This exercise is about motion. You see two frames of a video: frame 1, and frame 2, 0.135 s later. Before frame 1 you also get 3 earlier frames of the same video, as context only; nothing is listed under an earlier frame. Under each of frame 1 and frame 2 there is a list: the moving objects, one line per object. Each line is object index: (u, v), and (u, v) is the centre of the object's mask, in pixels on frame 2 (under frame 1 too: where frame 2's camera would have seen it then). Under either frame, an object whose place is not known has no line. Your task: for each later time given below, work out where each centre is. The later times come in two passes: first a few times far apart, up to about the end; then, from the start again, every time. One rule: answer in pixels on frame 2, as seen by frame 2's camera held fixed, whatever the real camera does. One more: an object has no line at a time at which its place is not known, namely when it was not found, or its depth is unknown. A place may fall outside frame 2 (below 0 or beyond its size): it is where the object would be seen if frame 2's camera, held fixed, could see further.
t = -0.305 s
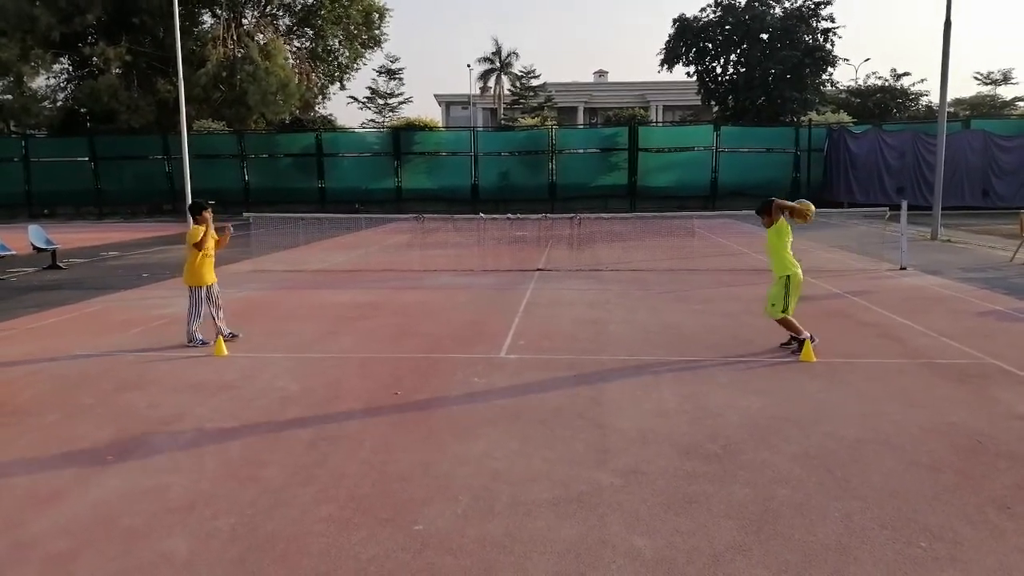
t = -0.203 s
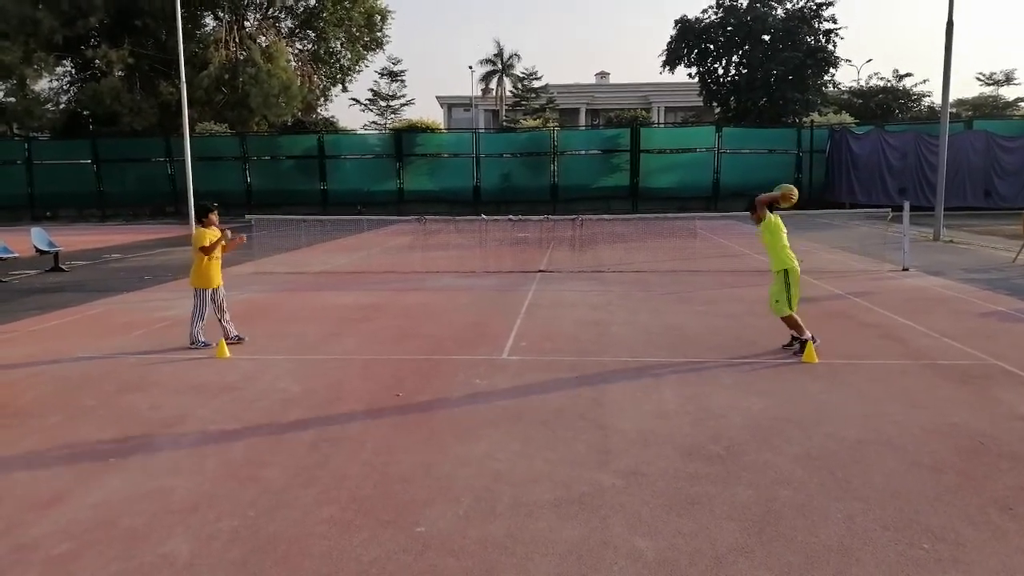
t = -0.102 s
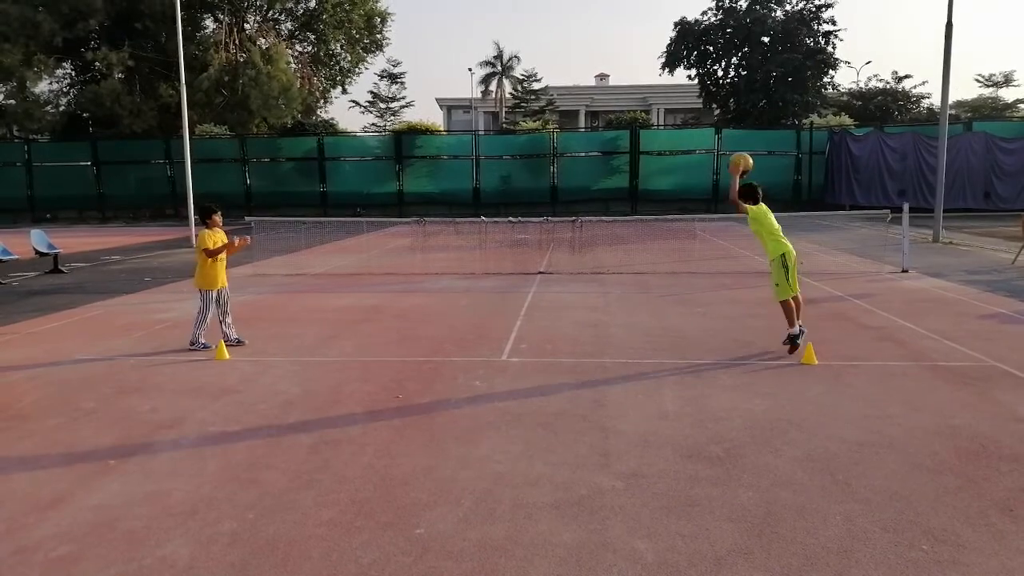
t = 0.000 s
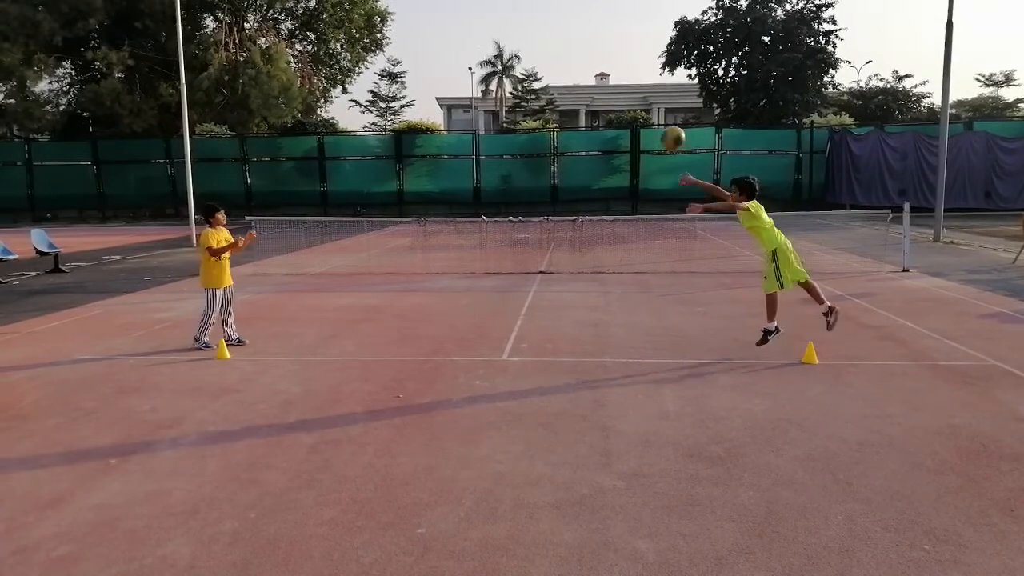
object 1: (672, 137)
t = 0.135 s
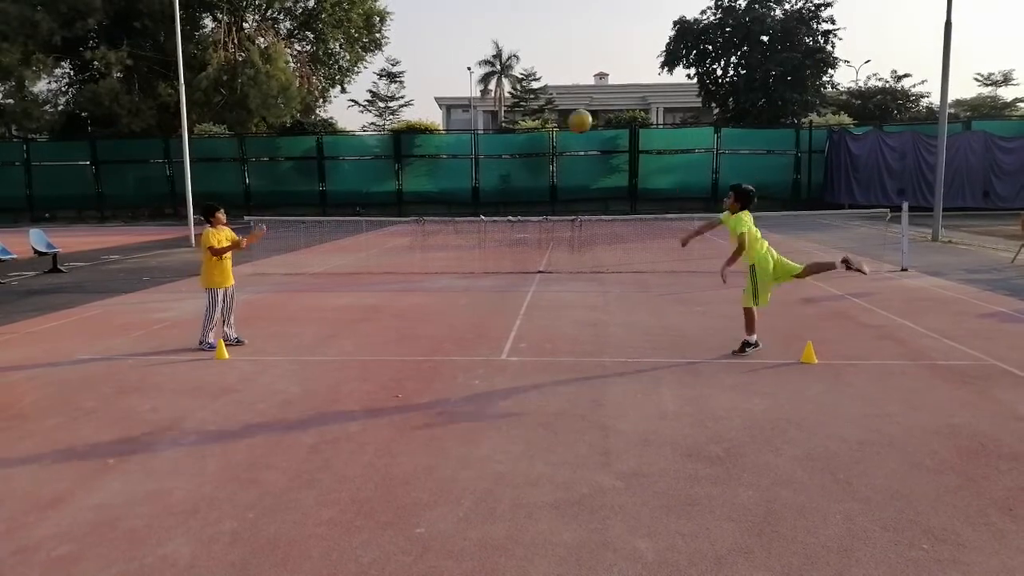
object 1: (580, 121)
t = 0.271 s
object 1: (492, 127)
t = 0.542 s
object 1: (324, 195)
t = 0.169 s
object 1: (558, 120)
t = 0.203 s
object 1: (536, 121)
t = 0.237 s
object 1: (514, 123)
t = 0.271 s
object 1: (492, 127)
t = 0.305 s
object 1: (471, 131)
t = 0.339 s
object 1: (448, 137)
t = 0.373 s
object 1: (427, 144)
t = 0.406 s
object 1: (406, 152)
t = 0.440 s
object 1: (386, 161)
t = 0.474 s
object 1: (365, 171)
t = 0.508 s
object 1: (345, 183)
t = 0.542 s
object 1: (324, 195)
